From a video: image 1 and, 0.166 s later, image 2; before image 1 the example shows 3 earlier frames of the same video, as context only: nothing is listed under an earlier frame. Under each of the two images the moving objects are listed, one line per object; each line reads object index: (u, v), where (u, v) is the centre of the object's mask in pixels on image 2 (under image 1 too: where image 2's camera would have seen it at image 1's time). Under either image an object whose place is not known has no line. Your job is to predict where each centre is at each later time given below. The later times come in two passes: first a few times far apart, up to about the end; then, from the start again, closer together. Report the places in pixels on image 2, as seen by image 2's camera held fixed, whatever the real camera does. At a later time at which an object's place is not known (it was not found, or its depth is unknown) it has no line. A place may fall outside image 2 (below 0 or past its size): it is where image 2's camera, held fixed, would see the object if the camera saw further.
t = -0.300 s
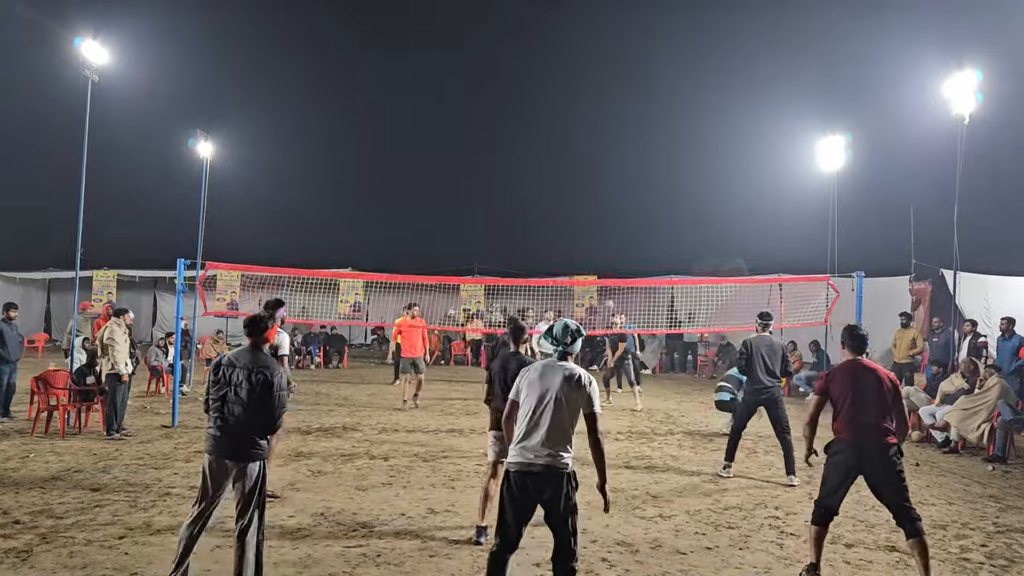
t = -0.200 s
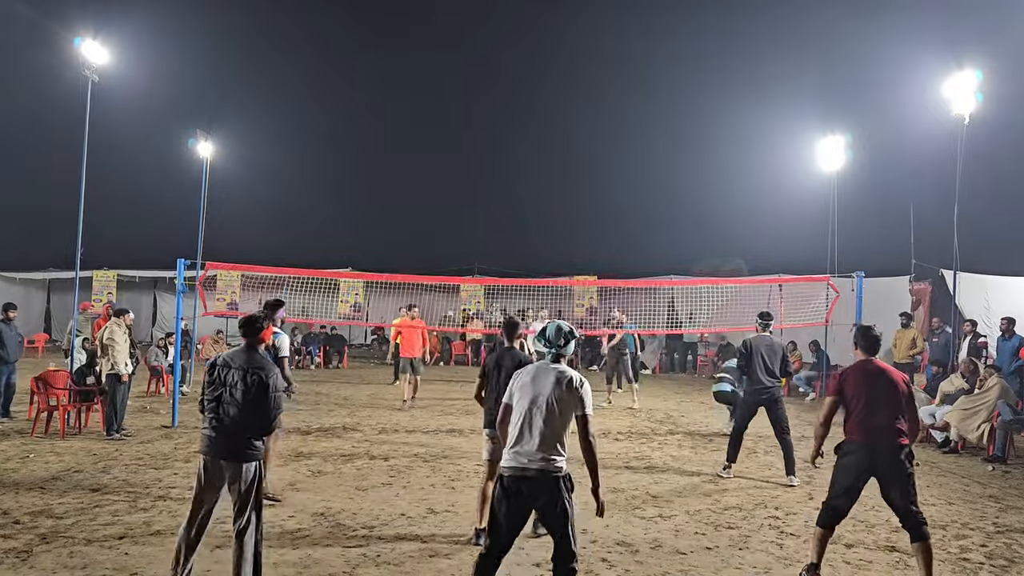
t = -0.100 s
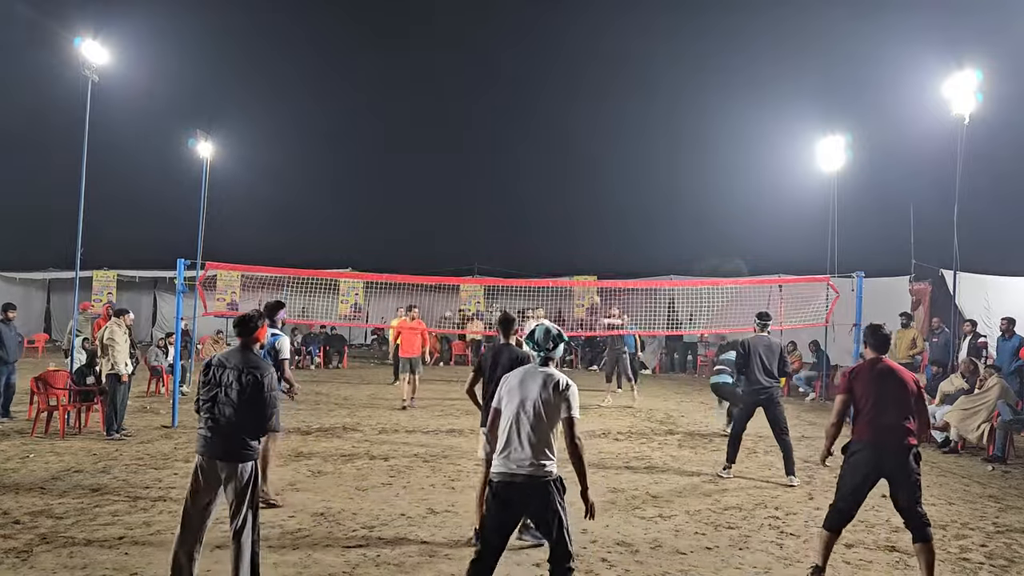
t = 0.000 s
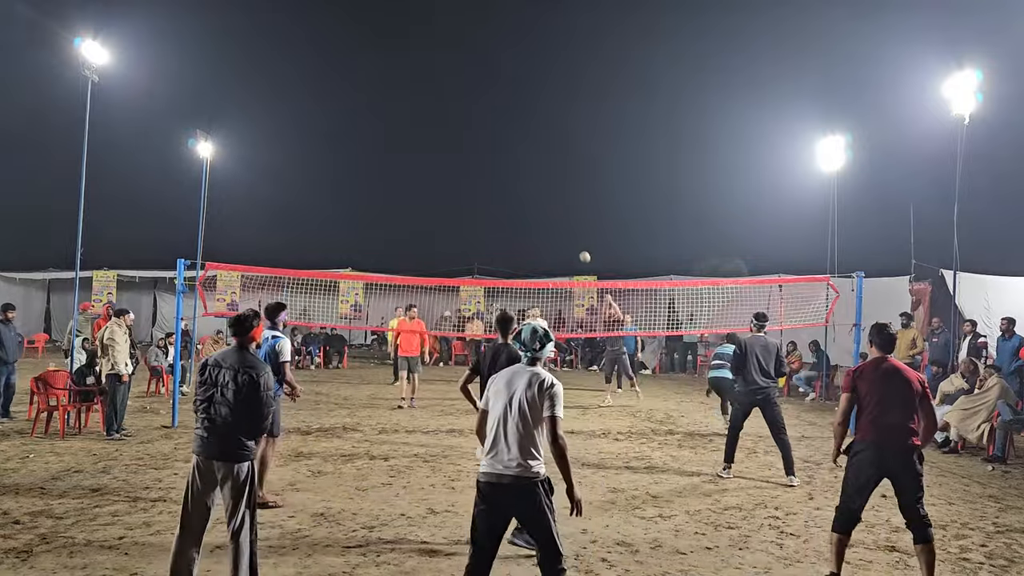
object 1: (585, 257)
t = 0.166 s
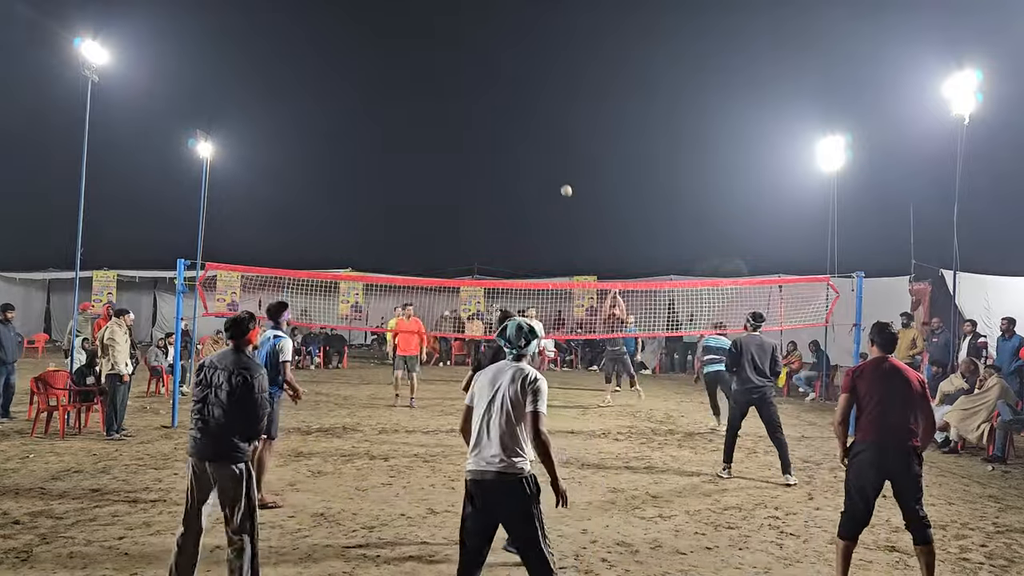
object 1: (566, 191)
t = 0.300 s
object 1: (548, 144)
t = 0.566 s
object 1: (506, 71)
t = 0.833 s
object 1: (450, 38)
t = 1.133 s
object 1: (359, 75)
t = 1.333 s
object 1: (271, 176)
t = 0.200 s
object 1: (562, 178)
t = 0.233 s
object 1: (557, 167)
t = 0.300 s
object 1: (548, 144)
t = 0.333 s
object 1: (544, 133)
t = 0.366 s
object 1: (539, 123)
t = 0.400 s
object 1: (534, 113)
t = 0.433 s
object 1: (528, 103)
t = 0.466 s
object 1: (523, 94)
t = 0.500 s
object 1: (518, 86)
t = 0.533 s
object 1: (512, 78)
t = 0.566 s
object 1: (506, 71)
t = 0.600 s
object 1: (500, 64)
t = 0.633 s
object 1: (494, 58)
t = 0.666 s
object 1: (487, 53)
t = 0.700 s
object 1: (481, 48)
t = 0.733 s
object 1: (473, 44)
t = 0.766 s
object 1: (466, 41)
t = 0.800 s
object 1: (458, 39)
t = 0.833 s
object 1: (450, 38)
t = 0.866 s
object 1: (441, 37)
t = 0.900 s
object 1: (433, 37)
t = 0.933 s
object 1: (423, 39)
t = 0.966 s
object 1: (414, 42)
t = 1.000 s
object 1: (404, 45)
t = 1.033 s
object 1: (393, 51)
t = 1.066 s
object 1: (382, 58)
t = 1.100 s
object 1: (371, 66)
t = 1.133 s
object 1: (359, 75)
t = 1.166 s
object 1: (346, 87)
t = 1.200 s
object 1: (333, 100)
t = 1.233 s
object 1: (319, 115)
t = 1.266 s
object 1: (304, 132)
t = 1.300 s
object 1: (288, 152)
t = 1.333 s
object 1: (271, 176)
